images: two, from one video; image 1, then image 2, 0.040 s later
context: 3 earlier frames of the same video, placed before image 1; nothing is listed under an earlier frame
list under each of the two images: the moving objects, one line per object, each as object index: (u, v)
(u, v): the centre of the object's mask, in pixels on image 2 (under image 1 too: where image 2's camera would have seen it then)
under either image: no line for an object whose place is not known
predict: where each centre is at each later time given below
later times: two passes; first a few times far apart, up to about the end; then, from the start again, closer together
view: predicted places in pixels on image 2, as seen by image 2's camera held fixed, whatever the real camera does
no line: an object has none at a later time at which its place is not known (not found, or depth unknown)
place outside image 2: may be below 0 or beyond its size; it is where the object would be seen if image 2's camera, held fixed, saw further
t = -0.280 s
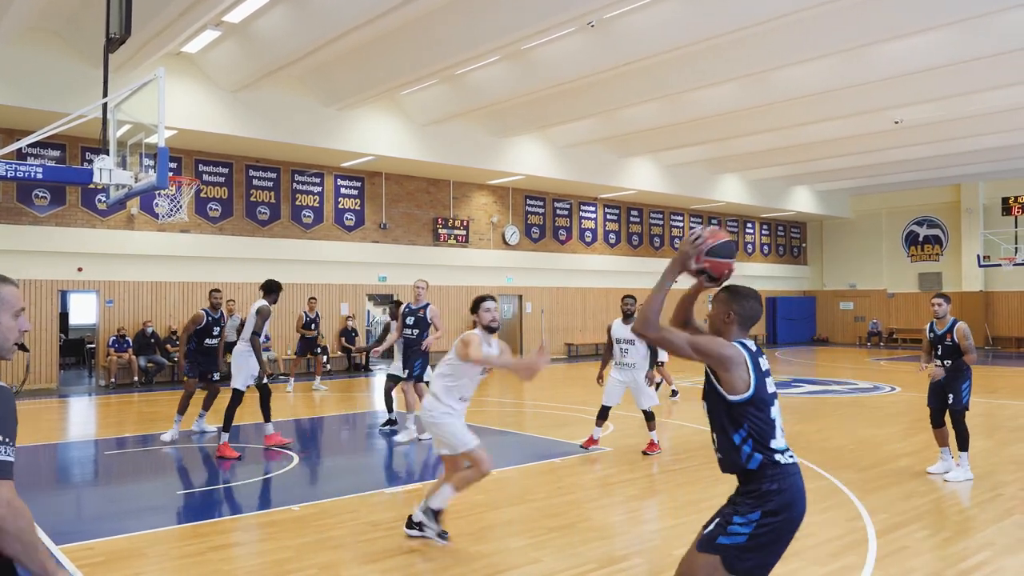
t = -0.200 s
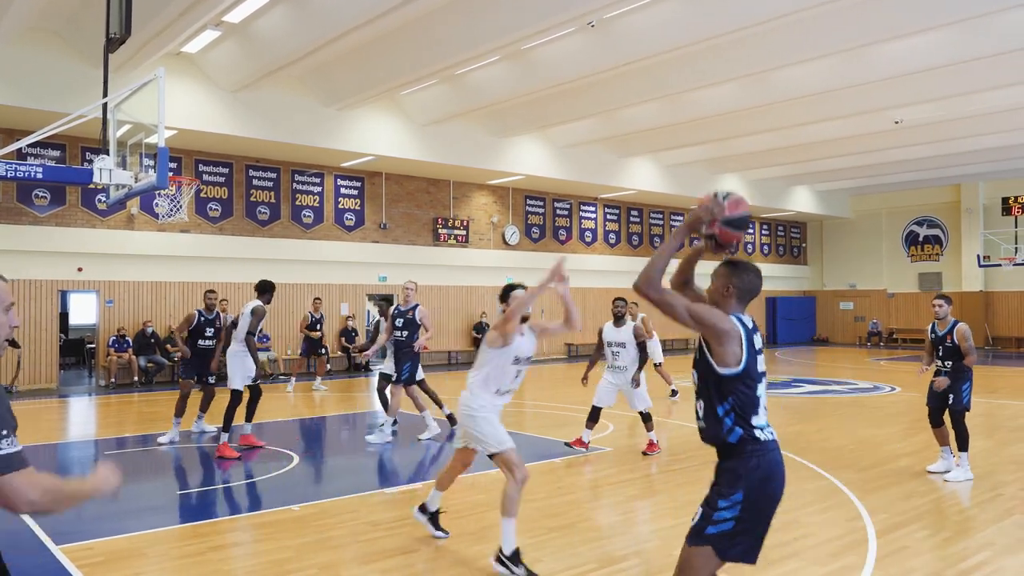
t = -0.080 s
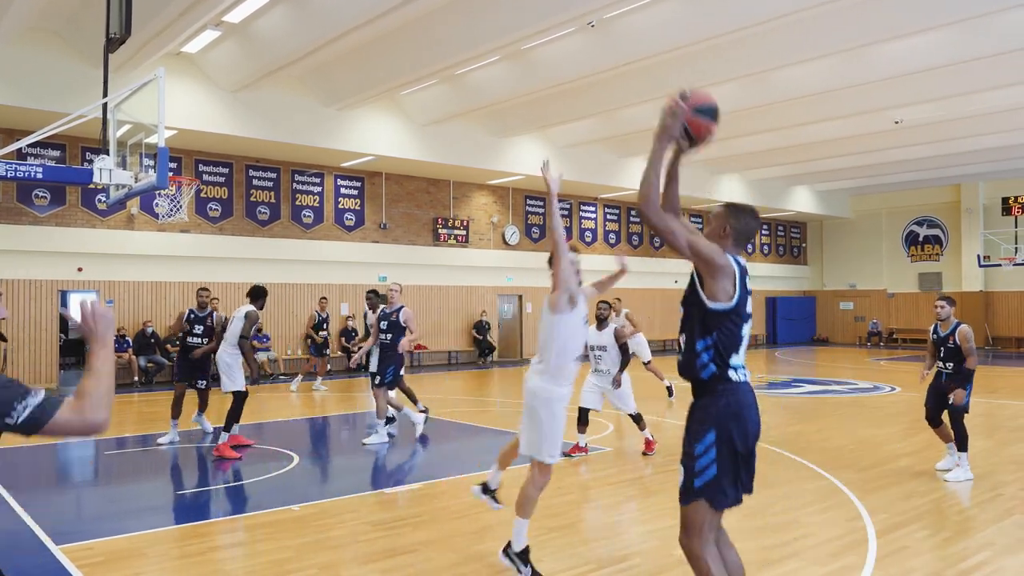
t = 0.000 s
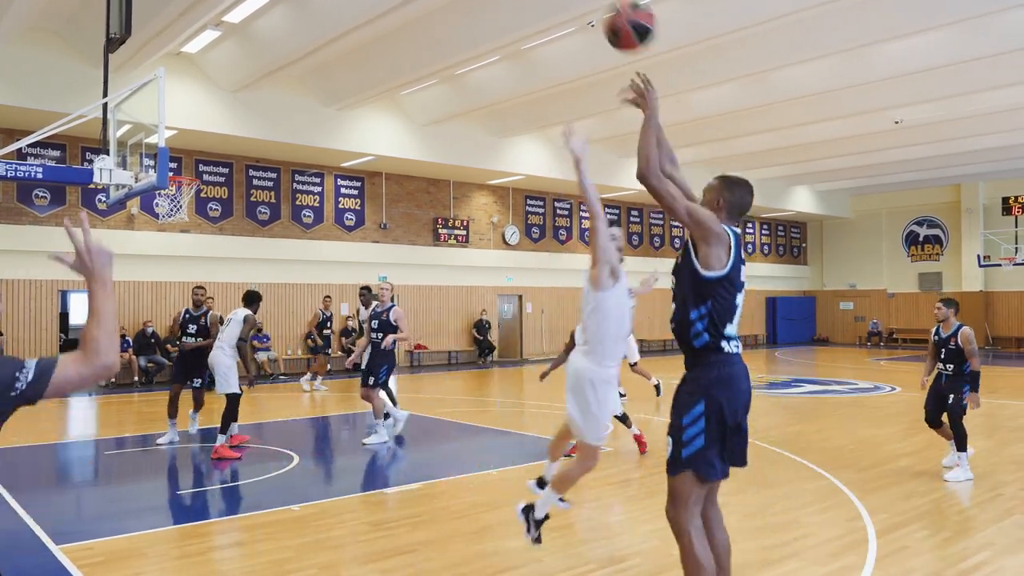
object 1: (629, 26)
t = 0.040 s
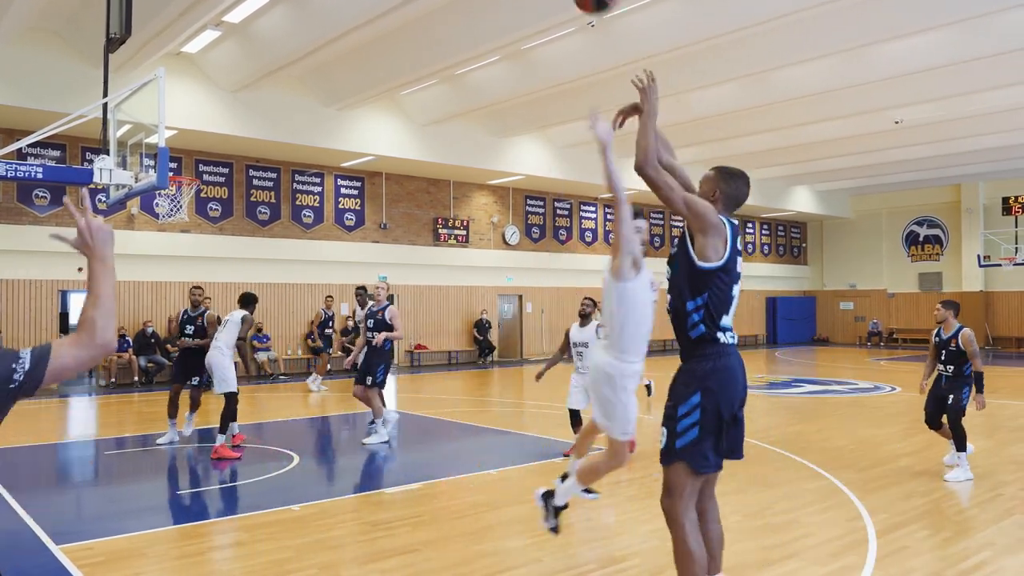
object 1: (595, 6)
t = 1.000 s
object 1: (219, 30)
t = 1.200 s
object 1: (182, 139)
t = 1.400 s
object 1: (181, 242)
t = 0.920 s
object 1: (235, 2)
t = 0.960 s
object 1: (226, 11)
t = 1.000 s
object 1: (219, 30)
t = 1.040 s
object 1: (211, 50)
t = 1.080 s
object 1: (203, 71)
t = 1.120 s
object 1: (195, 92)
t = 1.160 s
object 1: (189, 115)
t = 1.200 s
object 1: (182, 139)
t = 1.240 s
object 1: (179, 161)
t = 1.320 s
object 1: (175, 204)
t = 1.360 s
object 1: (178, 224)
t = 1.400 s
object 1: (181, 242)
